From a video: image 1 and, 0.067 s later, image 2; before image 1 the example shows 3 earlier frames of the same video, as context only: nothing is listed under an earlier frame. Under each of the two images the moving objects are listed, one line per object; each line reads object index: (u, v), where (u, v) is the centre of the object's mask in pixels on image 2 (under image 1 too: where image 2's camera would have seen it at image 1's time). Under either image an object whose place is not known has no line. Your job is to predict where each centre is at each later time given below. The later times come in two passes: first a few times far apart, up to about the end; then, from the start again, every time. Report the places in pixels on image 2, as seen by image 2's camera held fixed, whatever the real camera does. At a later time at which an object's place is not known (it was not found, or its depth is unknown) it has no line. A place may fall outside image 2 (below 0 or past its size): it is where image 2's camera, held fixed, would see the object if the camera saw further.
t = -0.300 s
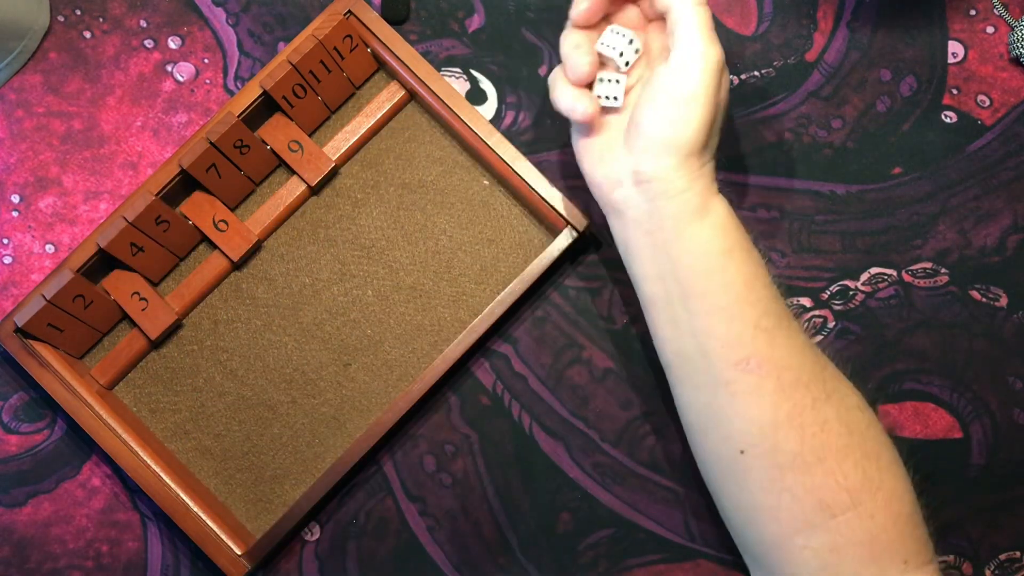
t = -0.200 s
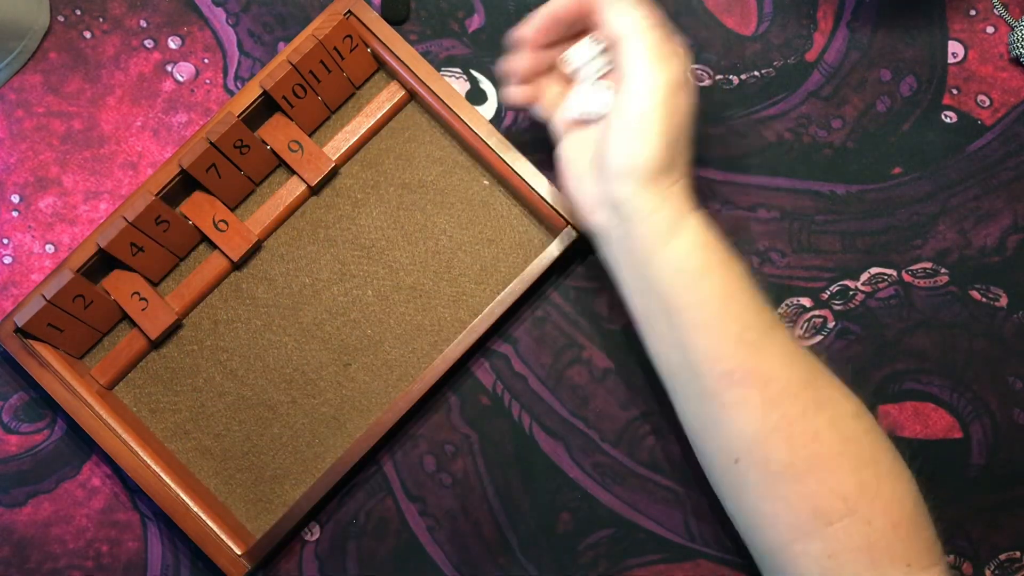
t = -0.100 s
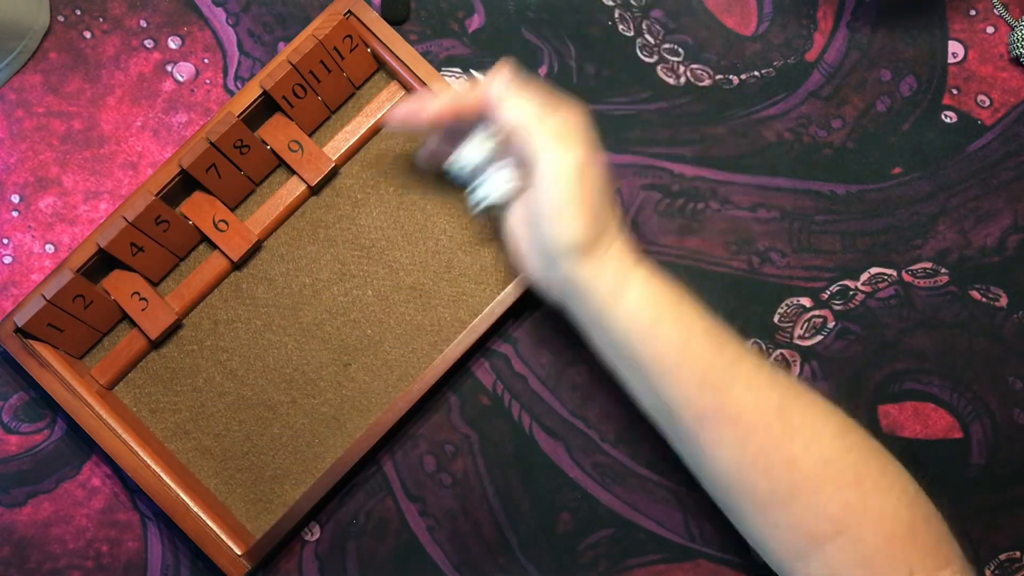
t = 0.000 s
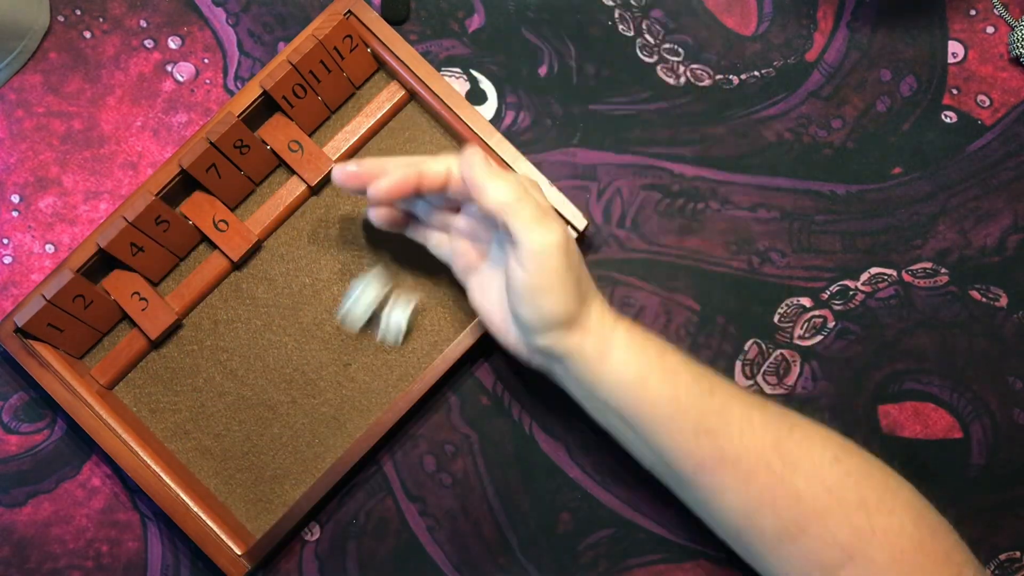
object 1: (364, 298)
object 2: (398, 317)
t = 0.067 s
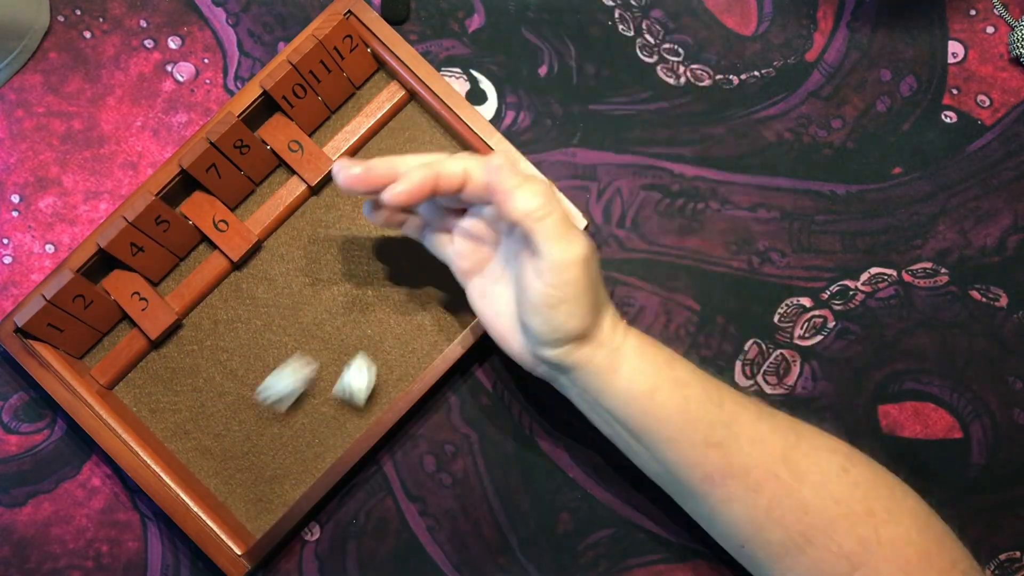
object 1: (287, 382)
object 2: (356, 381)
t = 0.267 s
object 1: (248, 444)
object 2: (276, 484)
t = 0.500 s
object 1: (293, 424)
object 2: (246, 501)
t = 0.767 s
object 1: (307, 407)
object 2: (247, 501)
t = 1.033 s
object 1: (307, 407)
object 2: (247, 501)
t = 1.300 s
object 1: (307, 407)
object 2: (246, 501)
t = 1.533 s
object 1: (306, 407)
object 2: (246, 501)
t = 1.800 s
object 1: (306, 407)
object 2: (247, 501)
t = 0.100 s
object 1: (250, 419)
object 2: (340, 412)
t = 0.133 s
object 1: (216, 456)
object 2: (329, 437)
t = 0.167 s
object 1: (212, 466)
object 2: (315, 454)
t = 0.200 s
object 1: (224, 460)
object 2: (299, 467)
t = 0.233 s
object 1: (235, 452)
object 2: (286, 476)
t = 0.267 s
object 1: (248, 444)
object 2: (276, 484)
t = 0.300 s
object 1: (256, 440)
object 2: (268, 489)
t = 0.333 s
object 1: (264, 437)
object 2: (260, 494)
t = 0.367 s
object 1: (272, 435)
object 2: (255, 498)
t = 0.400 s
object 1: (278, 434)
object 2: (251, 500)
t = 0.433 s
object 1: (284, 432)
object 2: (248, 502)
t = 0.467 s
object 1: (290, 428)
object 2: (246, 501)
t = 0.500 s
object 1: (293, 424)
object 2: (246, 501)
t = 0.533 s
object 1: (298, 420)
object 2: (247, 501)
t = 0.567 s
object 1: (301, 417)
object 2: (246, 501)
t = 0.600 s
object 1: (305, 413)
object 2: (247, 501)
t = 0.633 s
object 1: (306, 409)
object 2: (246, 501)
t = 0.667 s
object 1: (306, 407)
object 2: (246, 501)
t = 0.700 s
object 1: (306, 407)
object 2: (247, 501)
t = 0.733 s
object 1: (307, 407)
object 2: (247, 501)
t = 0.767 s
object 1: (307, 407)
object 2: (247, 501)
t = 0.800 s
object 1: (307, 407)
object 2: (247, 501)
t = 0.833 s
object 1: (307, 407)
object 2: (246, 501)
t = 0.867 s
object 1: (307, 407)
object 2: (247, 501)
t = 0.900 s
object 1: (306, 407)
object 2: (247, 501)
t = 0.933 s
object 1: (307, 407)
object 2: (247, 501)
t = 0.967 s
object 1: (306, 407)
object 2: (247, 501)
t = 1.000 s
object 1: (307, 407)
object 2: (247, 501)
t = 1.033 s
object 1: (307, 407)
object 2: (247, 501)
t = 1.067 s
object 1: (307, 407)
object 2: (247, 501)
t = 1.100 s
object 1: (307, 407)
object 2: (247, 501)
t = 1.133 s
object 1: (306, 407)
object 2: (247, 501)
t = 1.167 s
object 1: (306, 407)
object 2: (246, 501)
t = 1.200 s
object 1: (307, 407)
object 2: (246, 501)
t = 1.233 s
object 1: (306, 407)
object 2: (246, 501)
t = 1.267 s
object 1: (306, 407)
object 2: (246, 501)
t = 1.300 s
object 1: (307, 407)
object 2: (246, 501)
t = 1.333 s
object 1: (307, 407)
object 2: (247, 501)
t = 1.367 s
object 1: (306, 407)
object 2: (246, 501)
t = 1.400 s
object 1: (307, 407)
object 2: (246, 501)
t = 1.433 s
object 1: (306, 407)
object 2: (246, 501)
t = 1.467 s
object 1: (307, 407)
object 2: (246, 501)
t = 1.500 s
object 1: (306, 407)
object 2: (247, 501)
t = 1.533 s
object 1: (306, 407)
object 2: (246, 501)
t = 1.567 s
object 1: (306, 407)
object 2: (246, 501)
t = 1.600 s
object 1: (306, 407)
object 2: (246, 501)
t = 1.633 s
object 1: (306, 407)
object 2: (246, 501)
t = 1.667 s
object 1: (306, 407)
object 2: (246, 501)
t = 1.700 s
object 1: (306, 407)
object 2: (246, 501)
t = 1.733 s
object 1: (306, 407)
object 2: (246, 501)
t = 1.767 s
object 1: (306, 407)
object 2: (247, 501)
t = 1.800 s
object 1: (306, 407)
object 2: (247, 501)
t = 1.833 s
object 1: (307, 407)
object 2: (246, 501)
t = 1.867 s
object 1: (306, 407)
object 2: (247, 501)
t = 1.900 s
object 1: (307, 407)
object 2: (247, 501)
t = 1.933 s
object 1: (306, 407)
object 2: (247, 501)
